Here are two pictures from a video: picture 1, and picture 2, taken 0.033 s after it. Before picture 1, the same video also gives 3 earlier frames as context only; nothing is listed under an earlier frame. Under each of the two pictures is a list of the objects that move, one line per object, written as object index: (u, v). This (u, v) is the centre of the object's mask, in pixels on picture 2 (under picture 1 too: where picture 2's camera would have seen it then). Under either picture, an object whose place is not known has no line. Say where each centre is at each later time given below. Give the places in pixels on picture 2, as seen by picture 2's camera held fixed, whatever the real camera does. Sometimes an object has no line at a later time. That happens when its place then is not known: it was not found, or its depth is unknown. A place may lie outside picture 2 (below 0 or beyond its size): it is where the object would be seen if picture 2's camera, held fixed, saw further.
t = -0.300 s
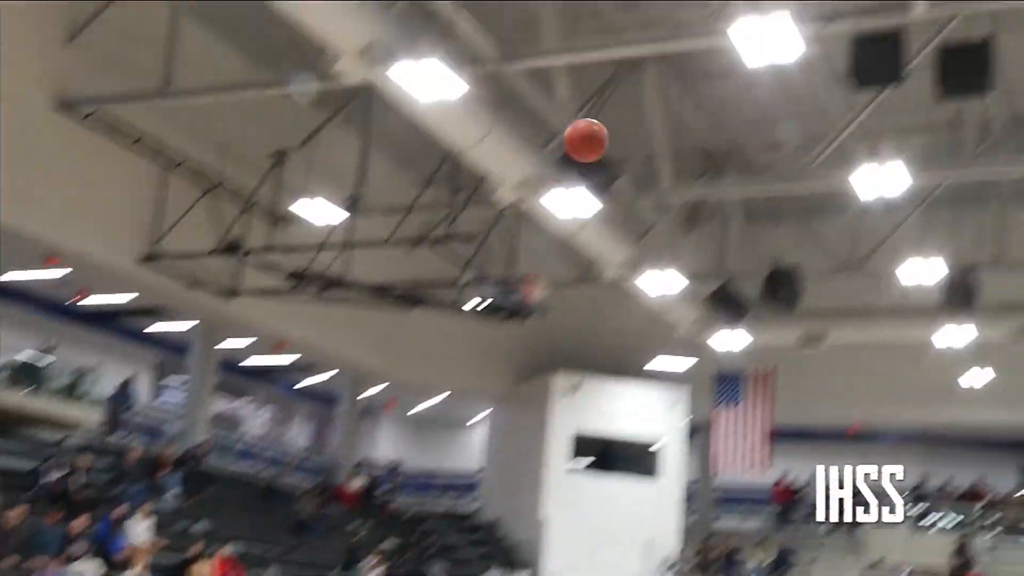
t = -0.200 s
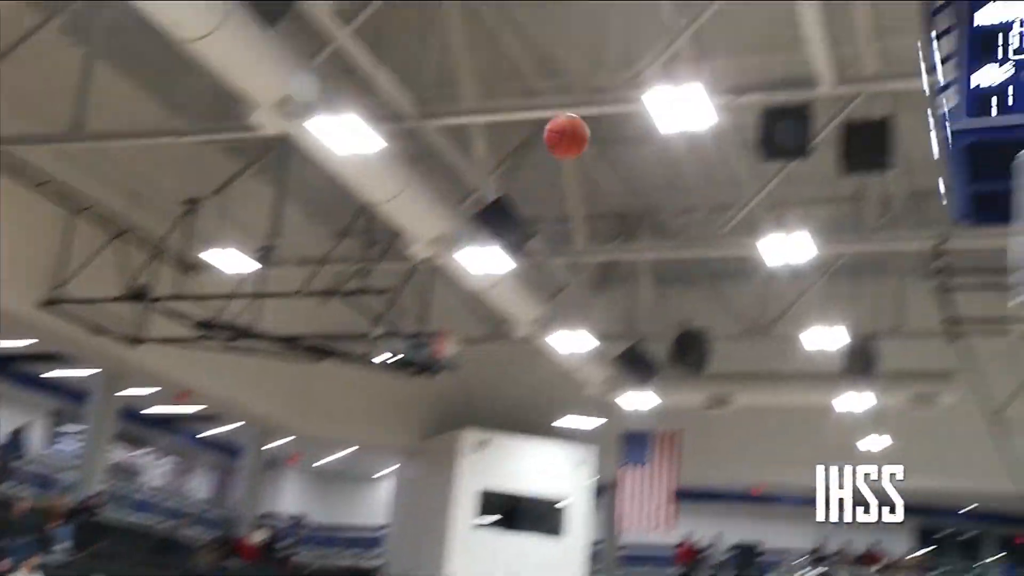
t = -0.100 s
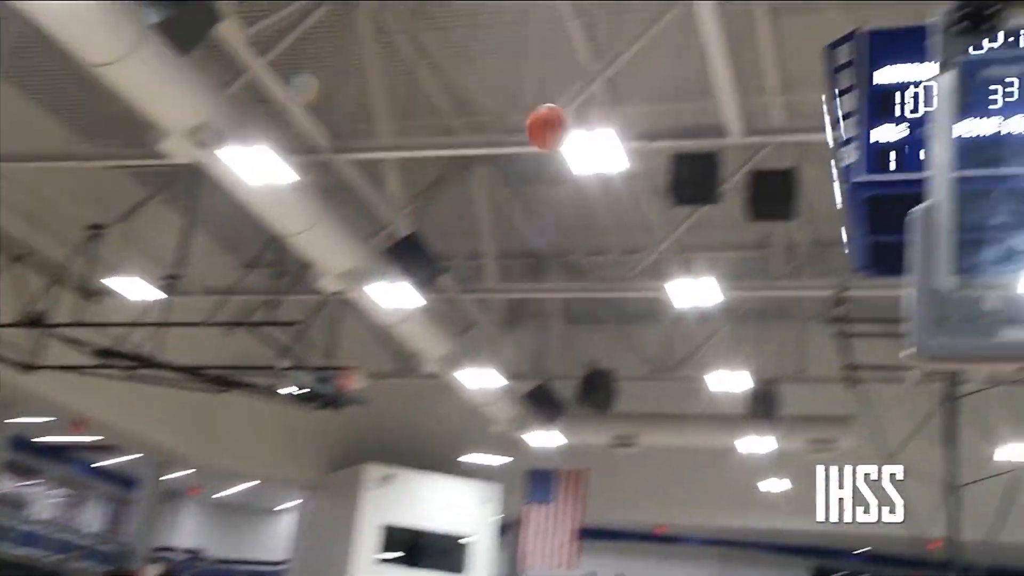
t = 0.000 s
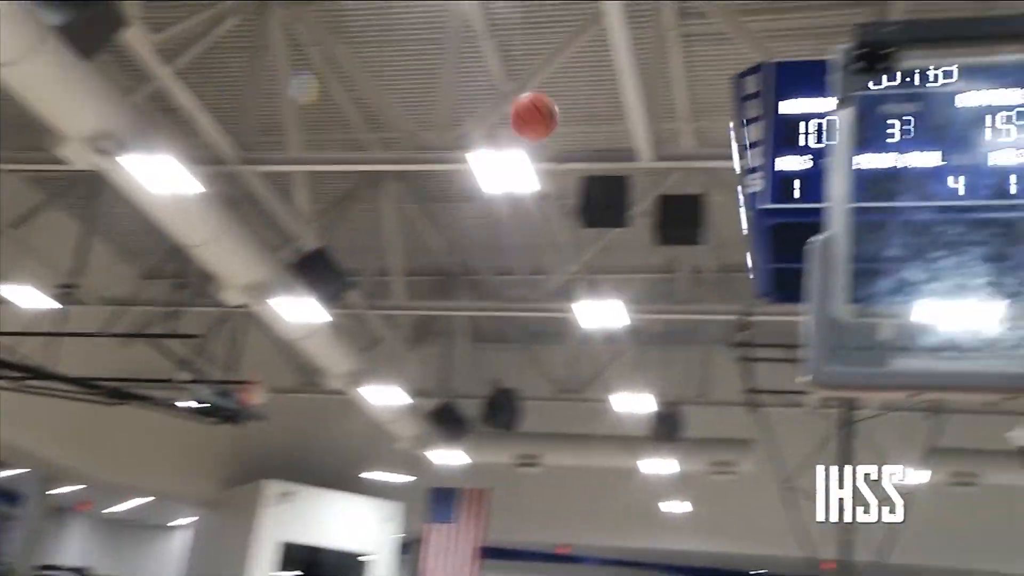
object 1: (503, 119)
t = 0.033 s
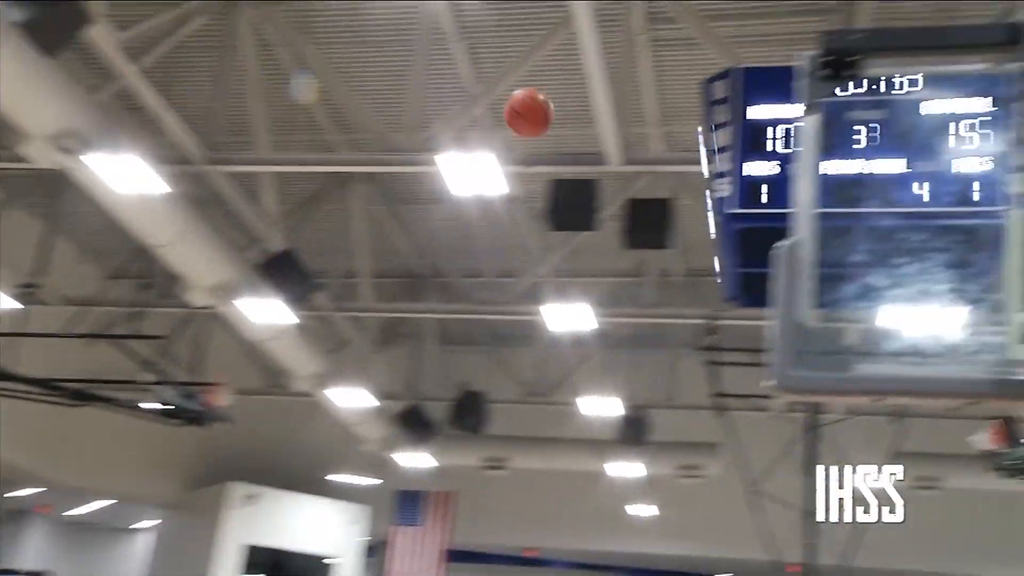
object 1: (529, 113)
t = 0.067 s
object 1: (553, 109)
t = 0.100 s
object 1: (579, 107)
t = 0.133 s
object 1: (605, 107)
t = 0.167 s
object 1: (632, 109)
